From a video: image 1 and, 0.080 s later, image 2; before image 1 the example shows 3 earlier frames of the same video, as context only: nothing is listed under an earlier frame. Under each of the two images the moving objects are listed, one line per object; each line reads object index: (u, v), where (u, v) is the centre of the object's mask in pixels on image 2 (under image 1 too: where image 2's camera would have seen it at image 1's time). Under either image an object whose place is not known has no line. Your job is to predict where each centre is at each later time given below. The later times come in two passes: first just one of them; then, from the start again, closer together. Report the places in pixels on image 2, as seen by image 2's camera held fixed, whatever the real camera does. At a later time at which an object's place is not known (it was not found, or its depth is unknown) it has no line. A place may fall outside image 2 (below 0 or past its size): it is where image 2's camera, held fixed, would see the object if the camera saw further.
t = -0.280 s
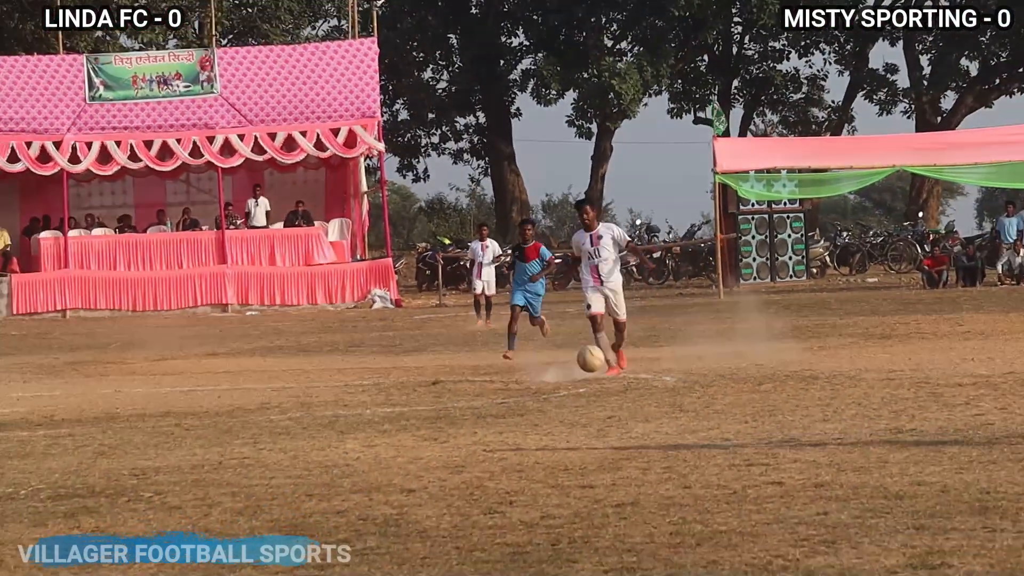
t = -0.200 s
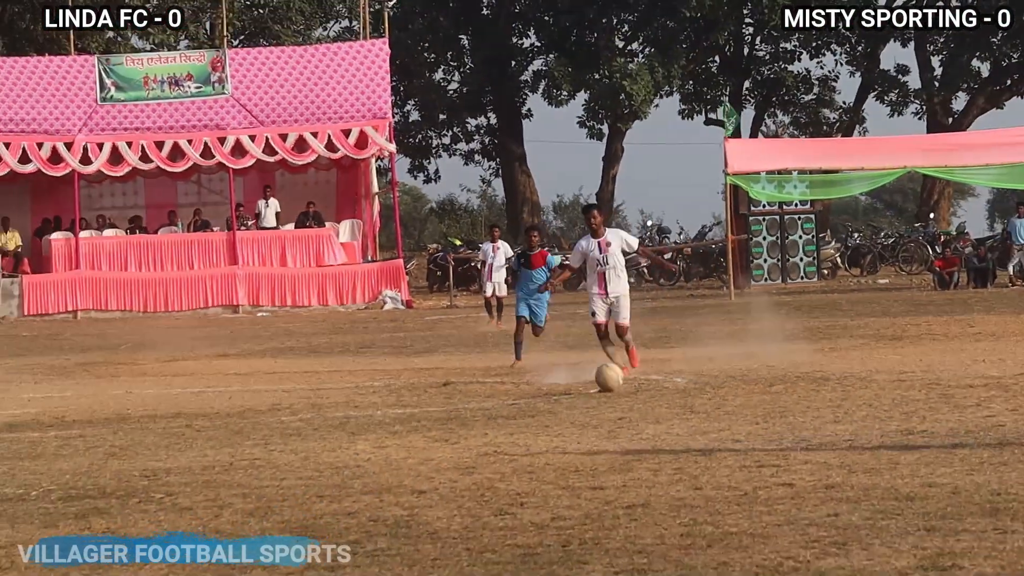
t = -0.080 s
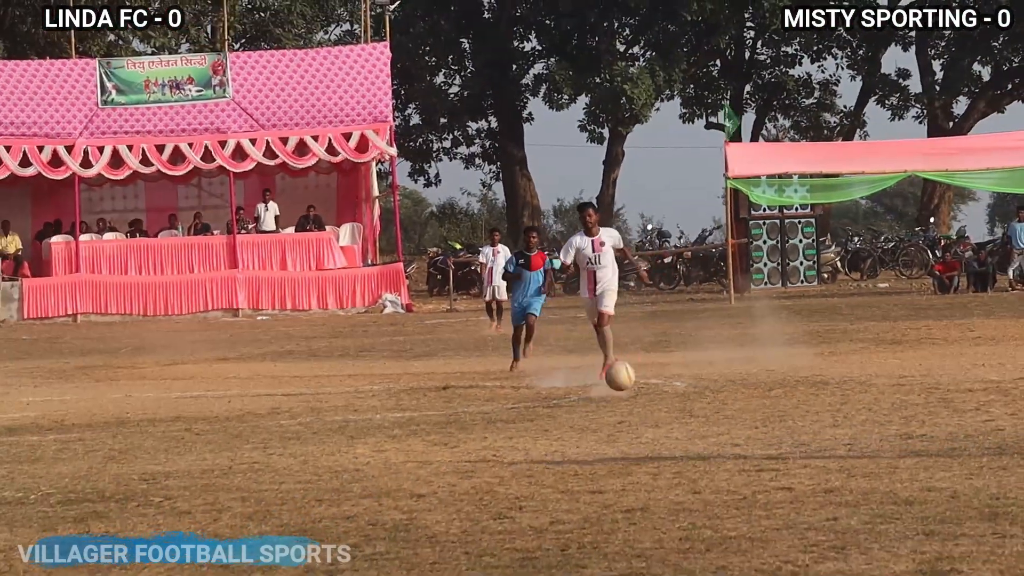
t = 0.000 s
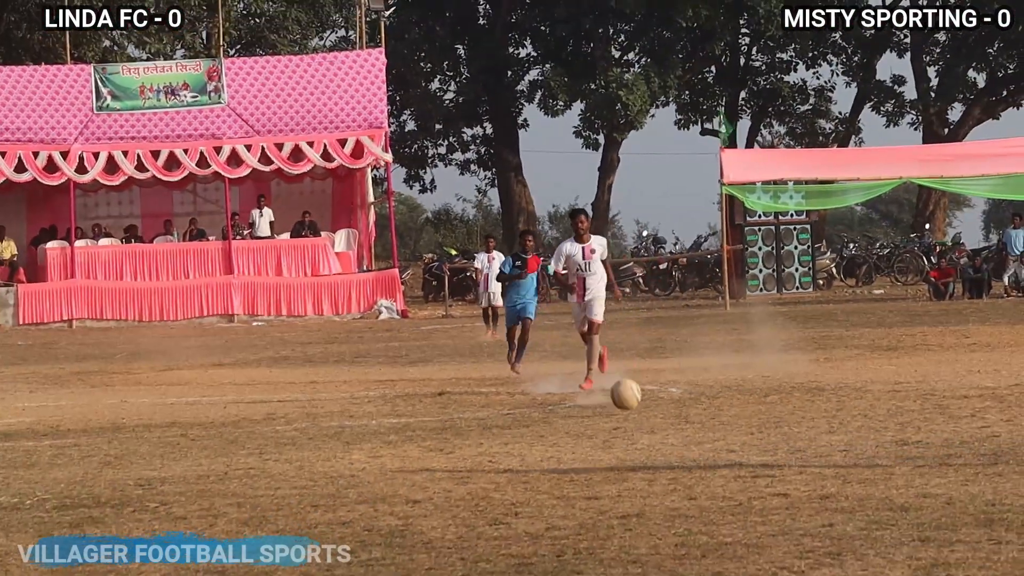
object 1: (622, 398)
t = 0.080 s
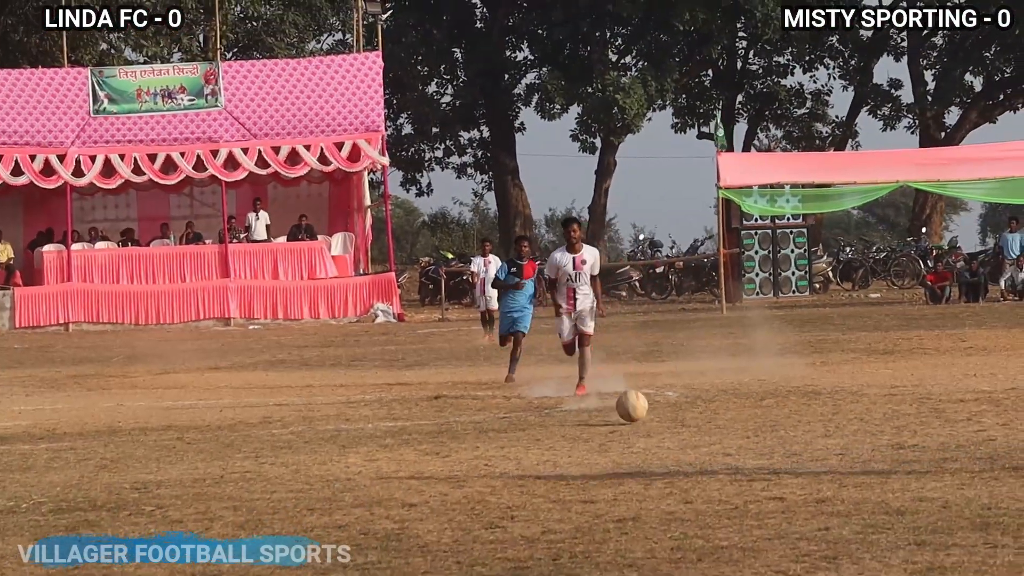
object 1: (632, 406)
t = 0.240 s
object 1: (650, 410)
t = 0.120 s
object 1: (637, 408)
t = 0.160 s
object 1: (641, 410)
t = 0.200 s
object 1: (646, 410)
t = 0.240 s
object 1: (650, 410)
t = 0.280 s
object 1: (656, 415)
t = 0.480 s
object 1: (677, 415)
